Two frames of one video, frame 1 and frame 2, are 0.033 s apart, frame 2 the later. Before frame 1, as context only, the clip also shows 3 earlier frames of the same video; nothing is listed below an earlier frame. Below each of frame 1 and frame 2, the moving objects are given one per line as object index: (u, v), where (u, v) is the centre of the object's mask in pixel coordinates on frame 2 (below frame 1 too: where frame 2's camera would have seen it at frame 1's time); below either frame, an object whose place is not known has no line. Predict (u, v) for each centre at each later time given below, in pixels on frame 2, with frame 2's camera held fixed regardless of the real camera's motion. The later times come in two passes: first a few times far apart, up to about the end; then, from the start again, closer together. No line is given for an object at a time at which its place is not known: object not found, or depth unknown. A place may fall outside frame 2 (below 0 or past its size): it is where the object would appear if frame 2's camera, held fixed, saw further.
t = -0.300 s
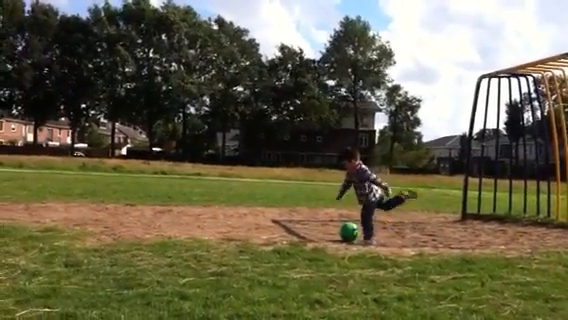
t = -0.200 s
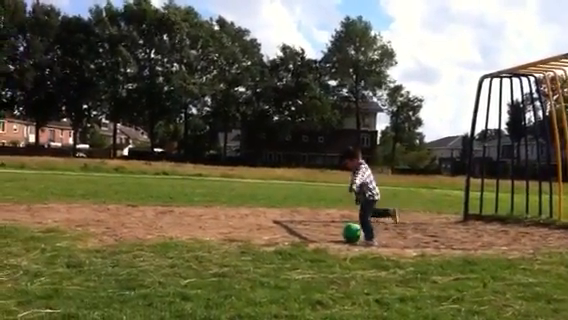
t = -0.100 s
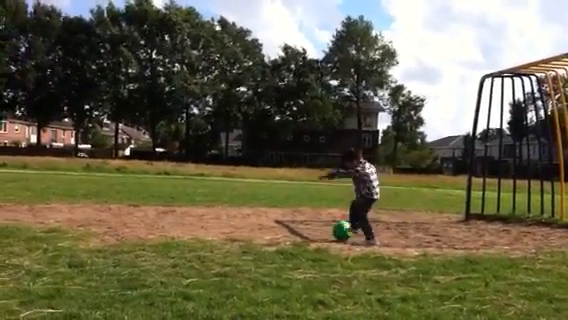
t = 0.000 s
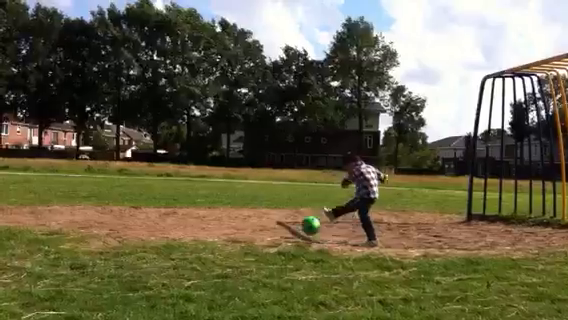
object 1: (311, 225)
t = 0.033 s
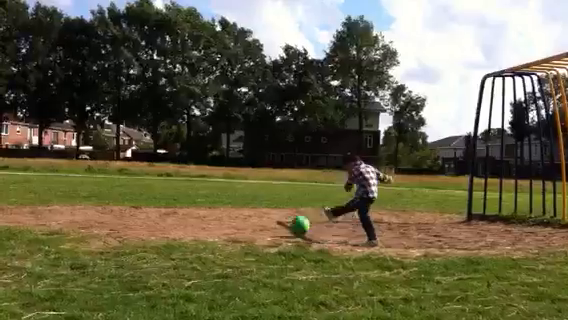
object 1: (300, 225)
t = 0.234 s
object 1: (246, 220)
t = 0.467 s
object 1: (194, 215)
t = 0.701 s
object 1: (148, 210)
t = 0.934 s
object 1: (109, 202)
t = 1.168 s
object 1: (76, 196)
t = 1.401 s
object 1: (46, 195)
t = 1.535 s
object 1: (31, 194)
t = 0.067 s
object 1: (290, 225)
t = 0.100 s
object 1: (279, 226)
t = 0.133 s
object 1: (271, 224)
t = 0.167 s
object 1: (263, 223)
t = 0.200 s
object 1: (255, 222)
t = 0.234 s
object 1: (246, 220)
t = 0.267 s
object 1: (239, 220)
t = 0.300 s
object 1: (230, 220)
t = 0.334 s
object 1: (223, 218)
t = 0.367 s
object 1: (216, 217)
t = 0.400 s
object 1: (208, 216)
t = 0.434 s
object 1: (201, 217)
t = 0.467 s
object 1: (194, 215)
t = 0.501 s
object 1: (187, 214)
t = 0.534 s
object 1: (180, 215)
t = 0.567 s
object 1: (174, 213)
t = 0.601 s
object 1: (168, 211)
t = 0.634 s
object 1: (161, 210)
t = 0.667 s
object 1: (154, 210)
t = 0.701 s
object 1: (148, 210)
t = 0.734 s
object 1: (142, 209)
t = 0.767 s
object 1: (136, 207)
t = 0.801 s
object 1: (130, 206)
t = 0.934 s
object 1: (109, 202)
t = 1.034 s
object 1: (95, 199)
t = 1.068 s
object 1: (90, 198)
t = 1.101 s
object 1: (86, 197)
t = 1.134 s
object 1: (81, 197)
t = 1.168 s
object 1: (76, 196)
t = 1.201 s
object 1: (72, 196)
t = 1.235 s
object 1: (67, 196)
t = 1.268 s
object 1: (63, 196)
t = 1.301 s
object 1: (58, 196)
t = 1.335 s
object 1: (54, 196)
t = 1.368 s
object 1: (50, 195)
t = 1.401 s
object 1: (46, 195)
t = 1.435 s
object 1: (42, 196)
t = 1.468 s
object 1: (38, 195)
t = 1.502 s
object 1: (34, 195)
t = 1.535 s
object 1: (31, 194)
